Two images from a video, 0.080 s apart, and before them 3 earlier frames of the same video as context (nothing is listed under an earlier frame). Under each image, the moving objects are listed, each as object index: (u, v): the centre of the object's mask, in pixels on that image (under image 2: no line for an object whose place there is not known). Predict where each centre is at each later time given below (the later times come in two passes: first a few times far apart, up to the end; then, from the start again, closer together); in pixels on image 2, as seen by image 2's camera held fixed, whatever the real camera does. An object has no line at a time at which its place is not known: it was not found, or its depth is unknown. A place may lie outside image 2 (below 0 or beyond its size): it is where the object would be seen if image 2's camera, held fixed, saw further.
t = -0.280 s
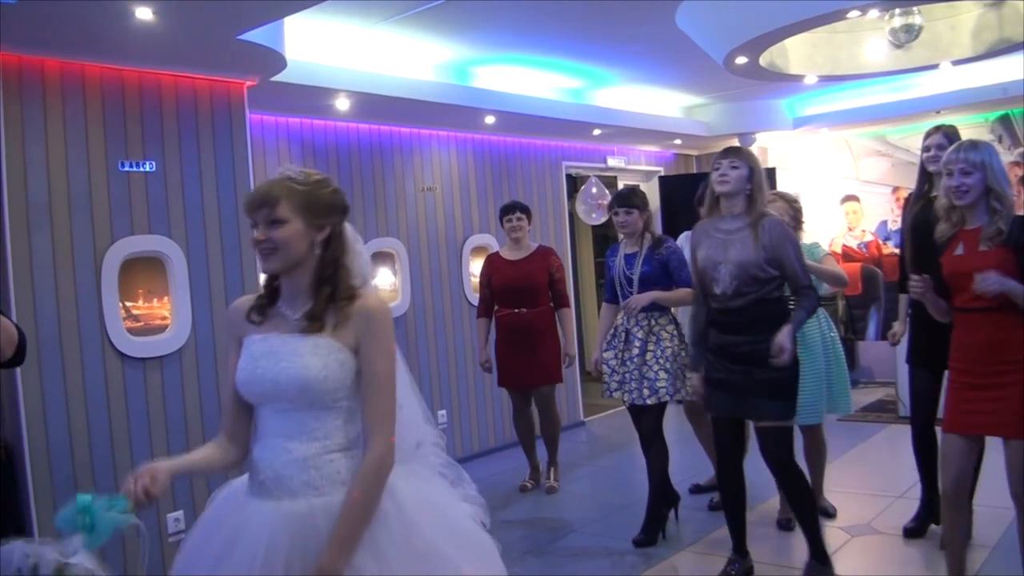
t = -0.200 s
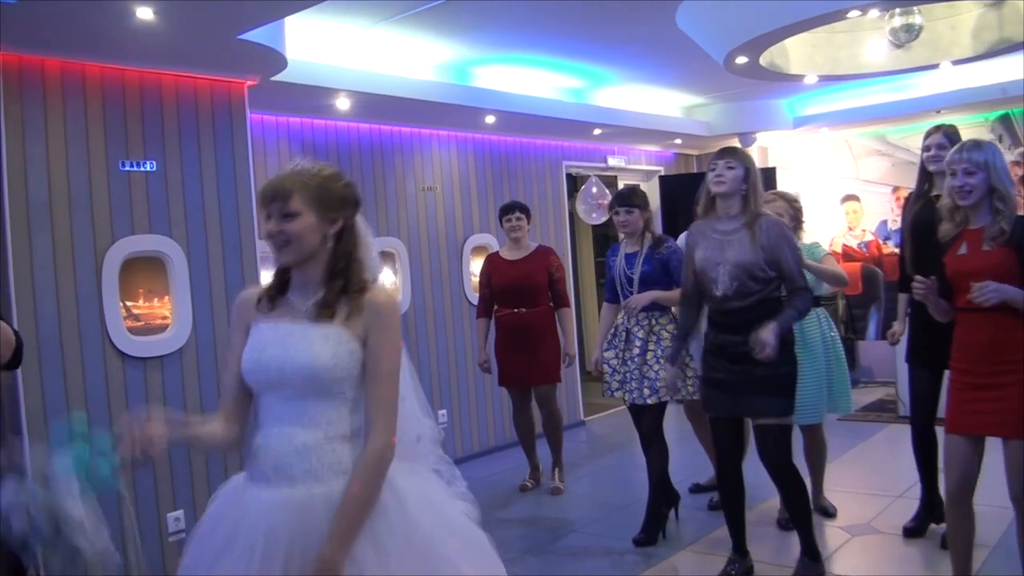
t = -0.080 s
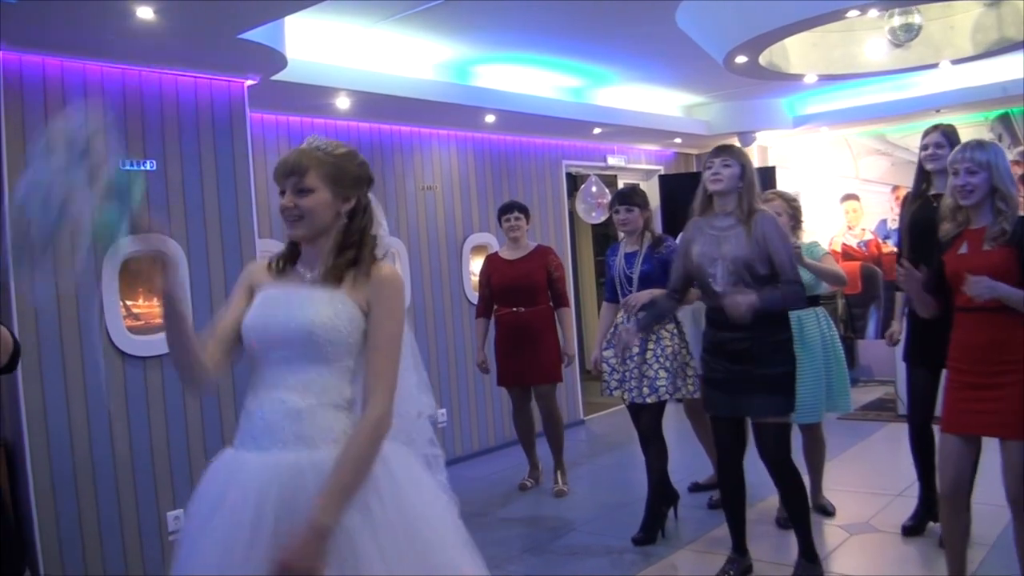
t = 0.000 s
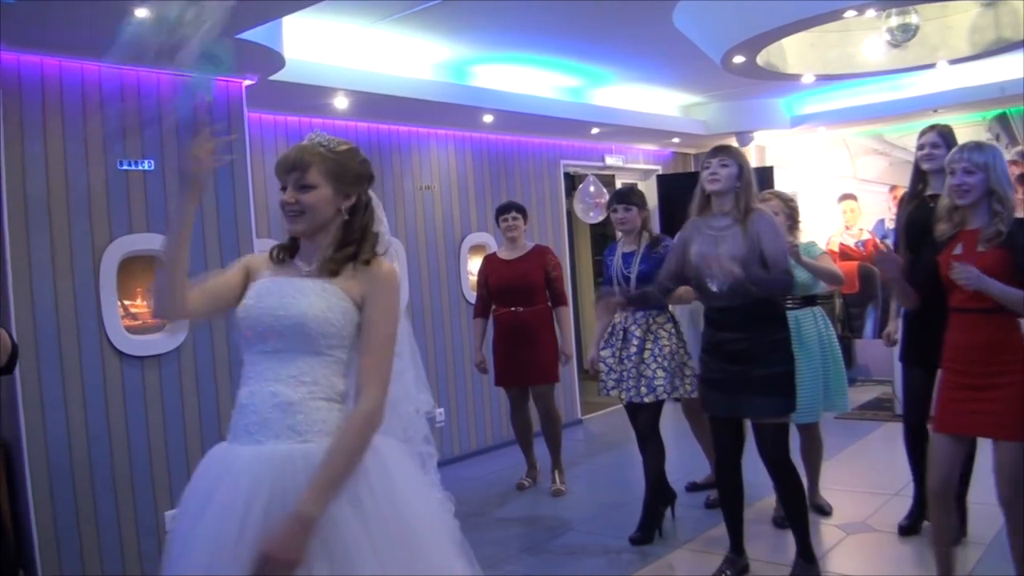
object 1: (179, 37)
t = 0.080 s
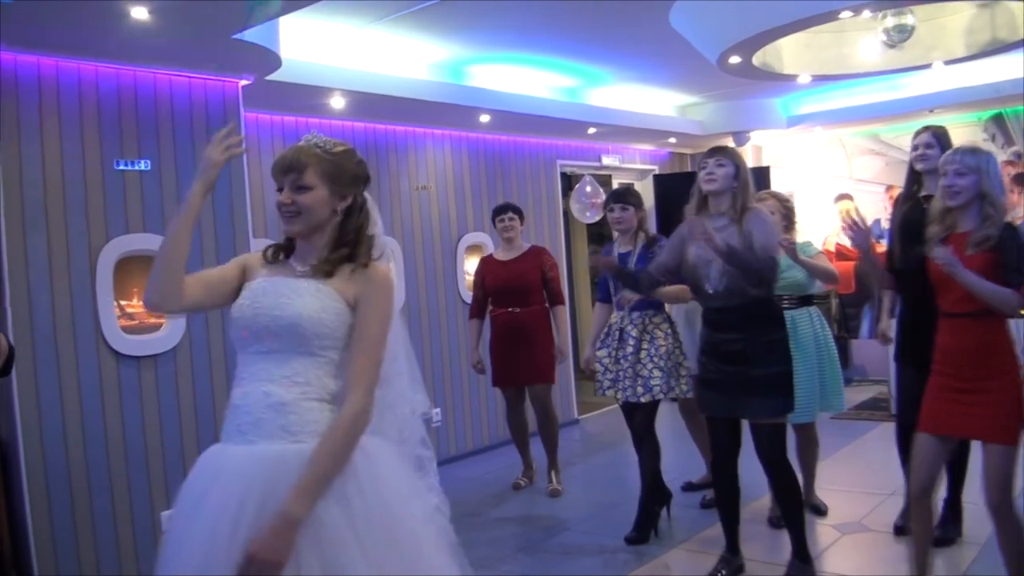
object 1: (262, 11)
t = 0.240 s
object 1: (375, 15)
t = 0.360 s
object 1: (433, 86)
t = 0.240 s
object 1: (375, 15)
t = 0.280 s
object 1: (398, 26)
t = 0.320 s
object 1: (416, 47)
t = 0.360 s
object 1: (433, 86)
